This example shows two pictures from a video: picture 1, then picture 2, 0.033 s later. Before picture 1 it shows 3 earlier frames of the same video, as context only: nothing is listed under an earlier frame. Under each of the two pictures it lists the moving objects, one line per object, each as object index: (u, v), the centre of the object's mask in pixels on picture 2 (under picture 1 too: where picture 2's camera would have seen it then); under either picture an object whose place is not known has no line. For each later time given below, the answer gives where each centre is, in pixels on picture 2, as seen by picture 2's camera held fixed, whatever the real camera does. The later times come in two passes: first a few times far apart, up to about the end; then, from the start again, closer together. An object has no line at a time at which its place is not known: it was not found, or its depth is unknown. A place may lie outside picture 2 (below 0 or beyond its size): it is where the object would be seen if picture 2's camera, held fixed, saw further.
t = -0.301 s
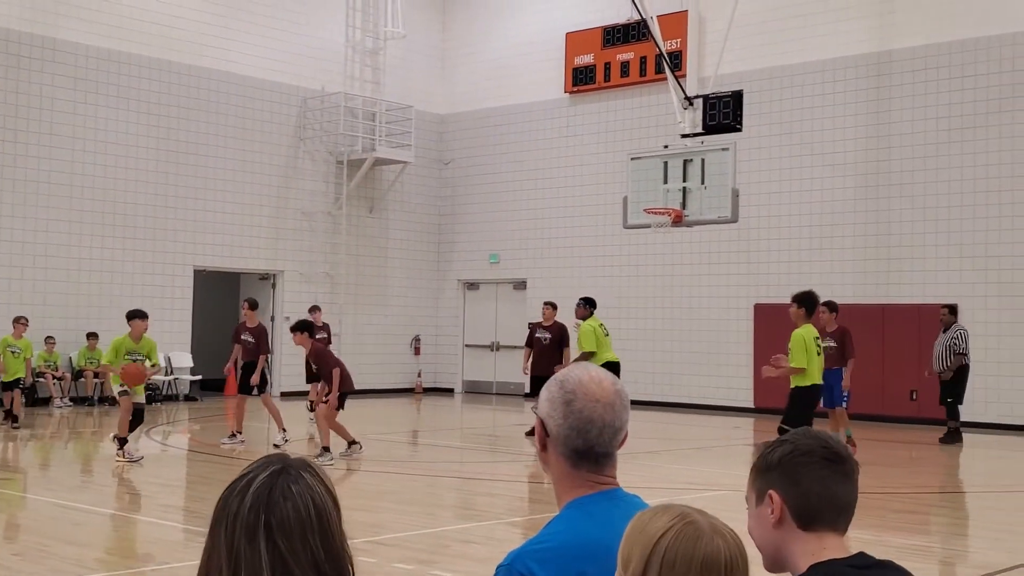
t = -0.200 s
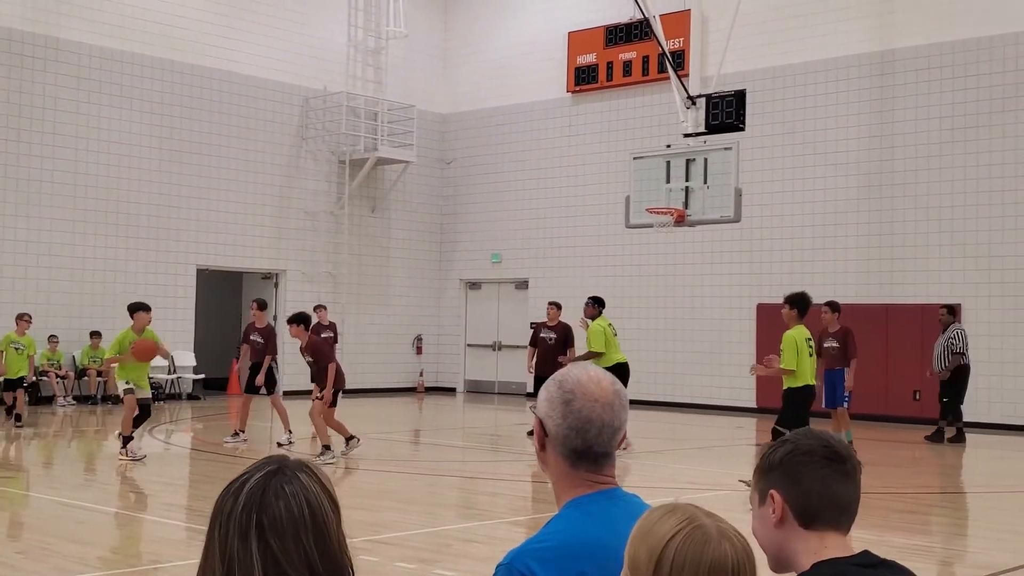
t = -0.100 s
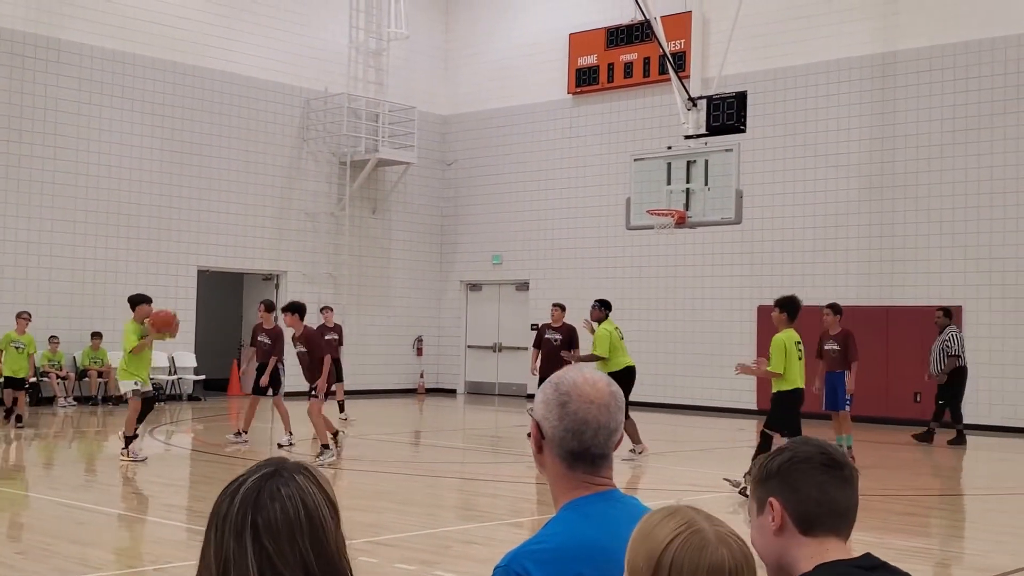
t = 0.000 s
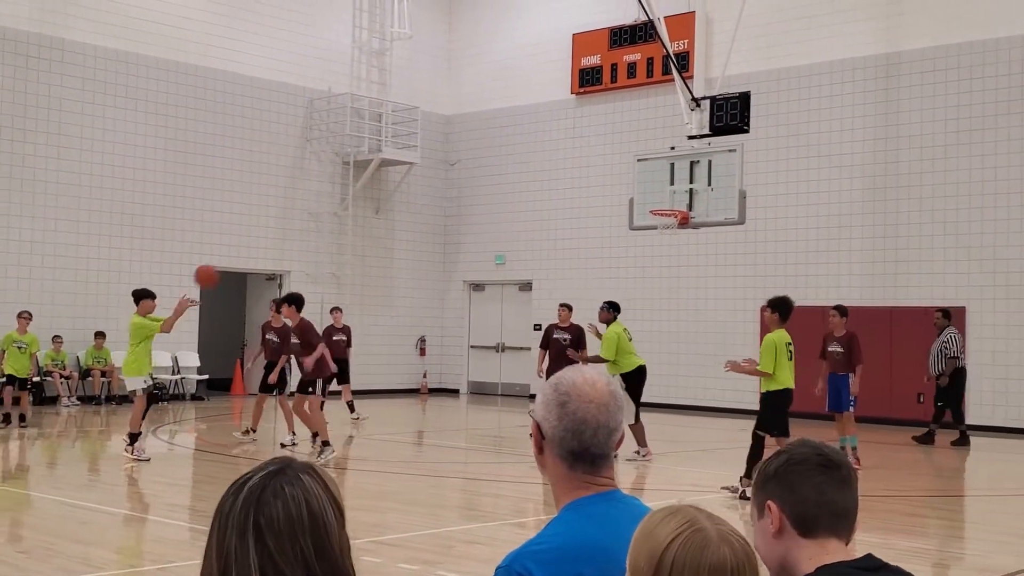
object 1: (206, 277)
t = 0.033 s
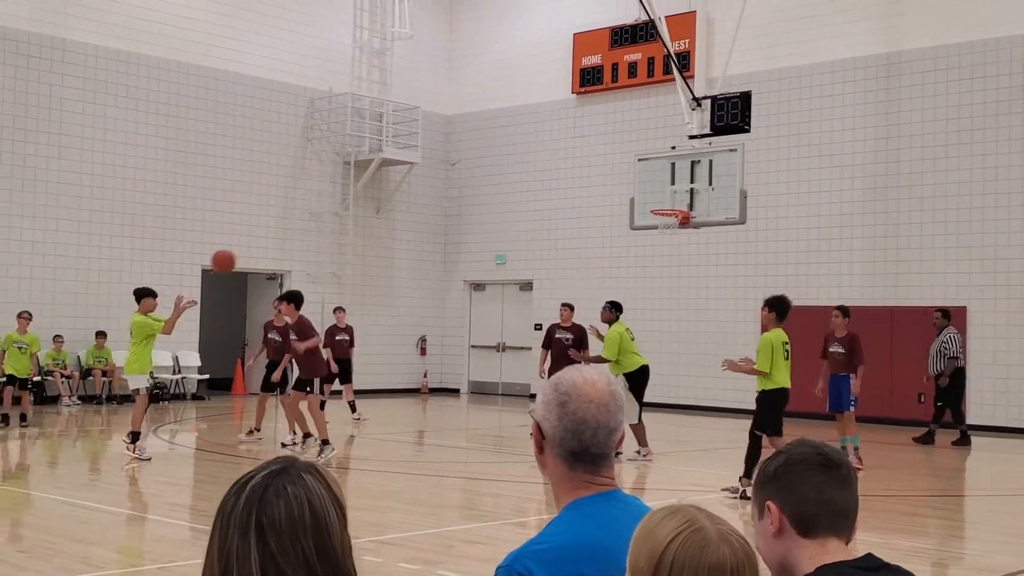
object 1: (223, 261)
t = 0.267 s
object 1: (333, 191)
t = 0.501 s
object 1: (433, 174)
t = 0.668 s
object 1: (501, 192)
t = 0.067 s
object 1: (239, 248)
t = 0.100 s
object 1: (255, 236)
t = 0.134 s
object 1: (271, 224)
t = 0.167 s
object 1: (287, 215)
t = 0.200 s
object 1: (302, 206)
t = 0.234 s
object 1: (318, 198)
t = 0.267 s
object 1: (333, 191)
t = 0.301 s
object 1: (347, 185)
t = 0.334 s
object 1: (362, 181)
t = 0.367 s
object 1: (376, 178)
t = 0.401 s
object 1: (390, 175)
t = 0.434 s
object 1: (405, 174)
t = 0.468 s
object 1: (419, 174)
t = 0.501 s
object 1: (433, 174)
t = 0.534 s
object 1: (447, 176)
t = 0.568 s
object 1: (460, 179)
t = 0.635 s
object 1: (487, 187)
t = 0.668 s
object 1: (501, 192)
